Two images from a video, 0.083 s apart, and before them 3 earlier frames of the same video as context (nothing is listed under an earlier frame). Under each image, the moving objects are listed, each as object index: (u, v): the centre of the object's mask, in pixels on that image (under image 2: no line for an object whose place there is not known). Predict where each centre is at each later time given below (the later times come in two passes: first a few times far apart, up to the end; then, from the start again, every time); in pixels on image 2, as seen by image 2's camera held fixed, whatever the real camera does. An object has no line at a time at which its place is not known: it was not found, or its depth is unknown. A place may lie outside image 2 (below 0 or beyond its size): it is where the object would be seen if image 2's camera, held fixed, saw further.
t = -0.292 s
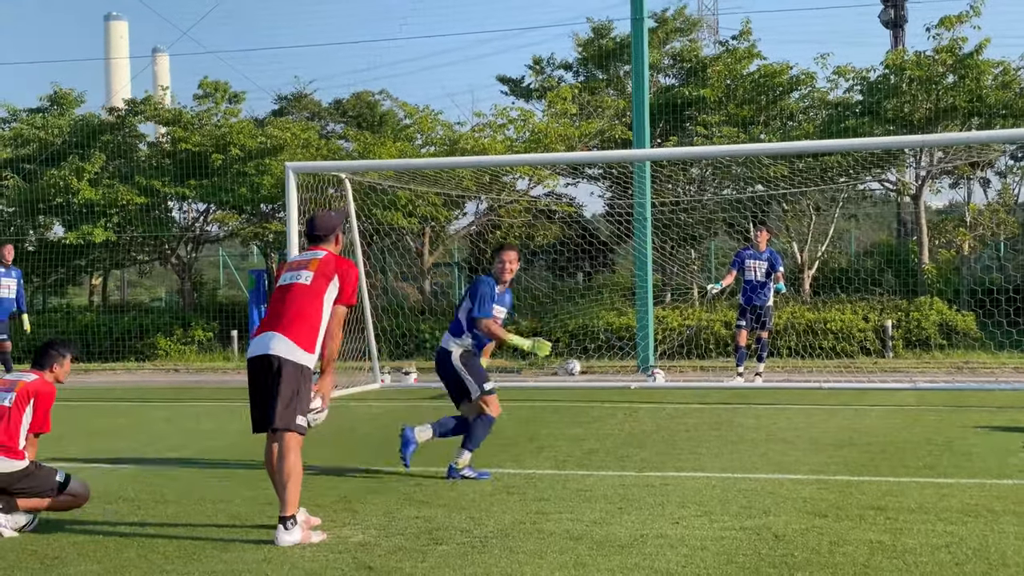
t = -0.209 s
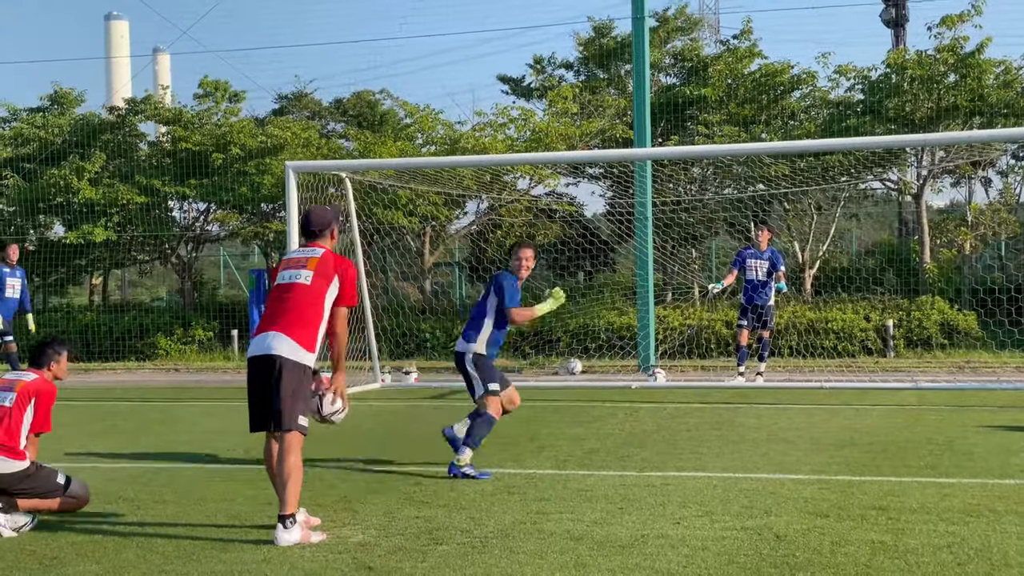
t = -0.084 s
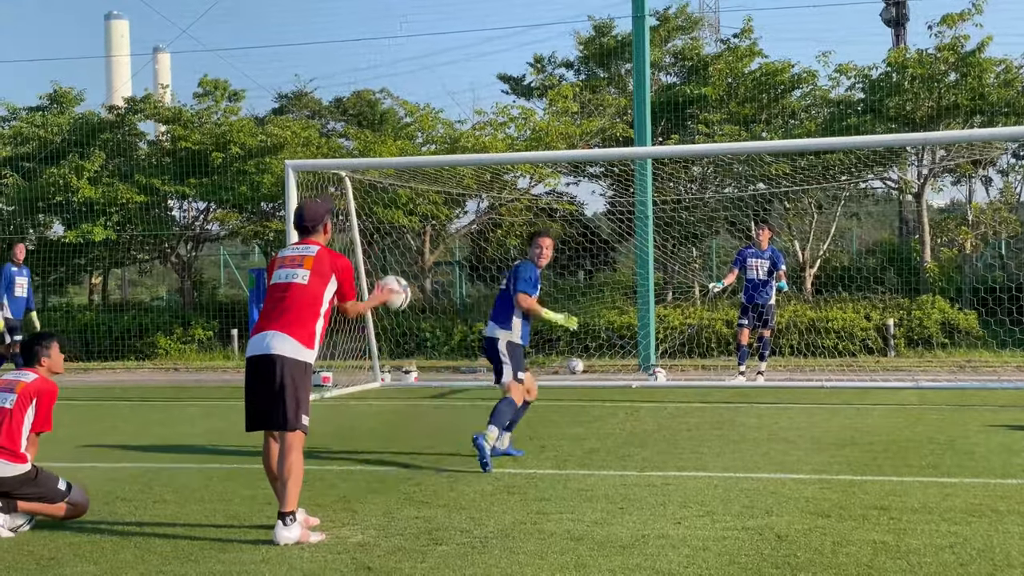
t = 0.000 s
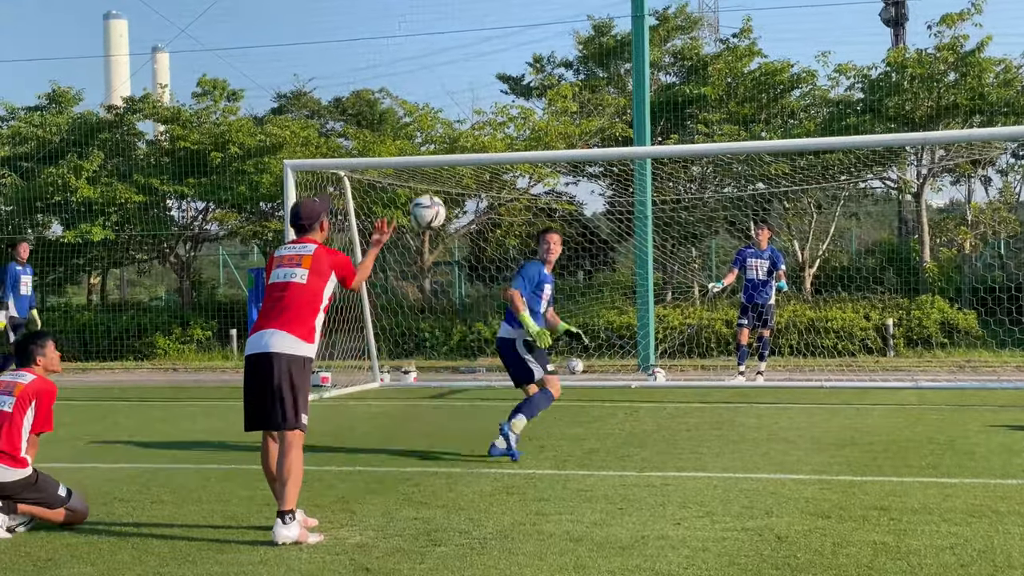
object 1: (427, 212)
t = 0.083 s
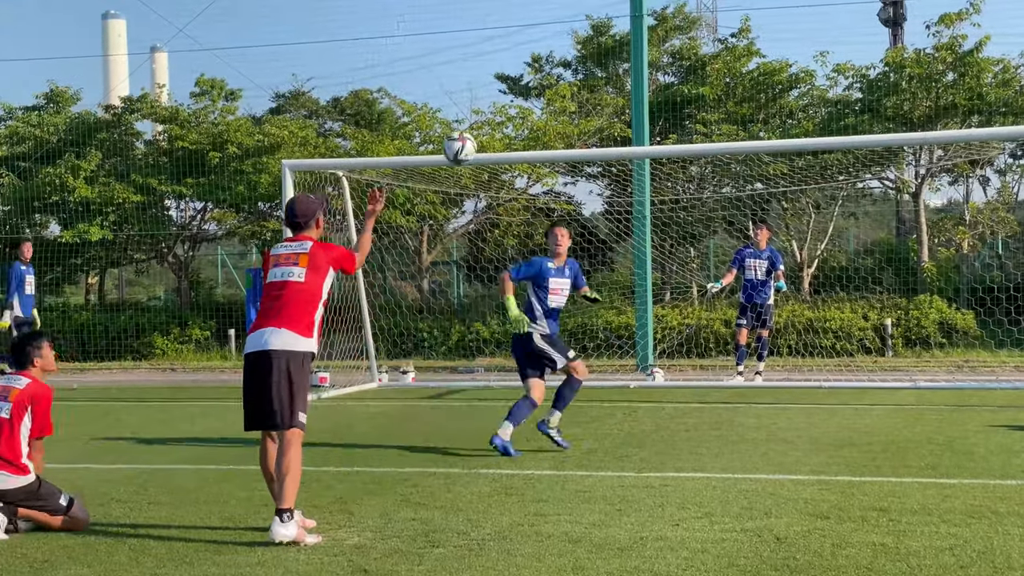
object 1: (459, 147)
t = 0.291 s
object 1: (531, 51)
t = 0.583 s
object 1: (609, 32)
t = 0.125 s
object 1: (475, 122)
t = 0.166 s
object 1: (490, 99)
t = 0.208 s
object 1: (505, 80)
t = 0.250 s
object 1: (519, 64)
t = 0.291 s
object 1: (531, 51)
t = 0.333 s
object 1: (544, 41)
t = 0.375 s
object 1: (556, 34)
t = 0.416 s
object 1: (567, 29)
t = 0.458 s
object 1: (578, 27)
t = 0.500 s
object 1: (588, 26)
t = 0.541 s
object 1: (599, 27)
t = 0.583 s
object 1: (609, 32)
